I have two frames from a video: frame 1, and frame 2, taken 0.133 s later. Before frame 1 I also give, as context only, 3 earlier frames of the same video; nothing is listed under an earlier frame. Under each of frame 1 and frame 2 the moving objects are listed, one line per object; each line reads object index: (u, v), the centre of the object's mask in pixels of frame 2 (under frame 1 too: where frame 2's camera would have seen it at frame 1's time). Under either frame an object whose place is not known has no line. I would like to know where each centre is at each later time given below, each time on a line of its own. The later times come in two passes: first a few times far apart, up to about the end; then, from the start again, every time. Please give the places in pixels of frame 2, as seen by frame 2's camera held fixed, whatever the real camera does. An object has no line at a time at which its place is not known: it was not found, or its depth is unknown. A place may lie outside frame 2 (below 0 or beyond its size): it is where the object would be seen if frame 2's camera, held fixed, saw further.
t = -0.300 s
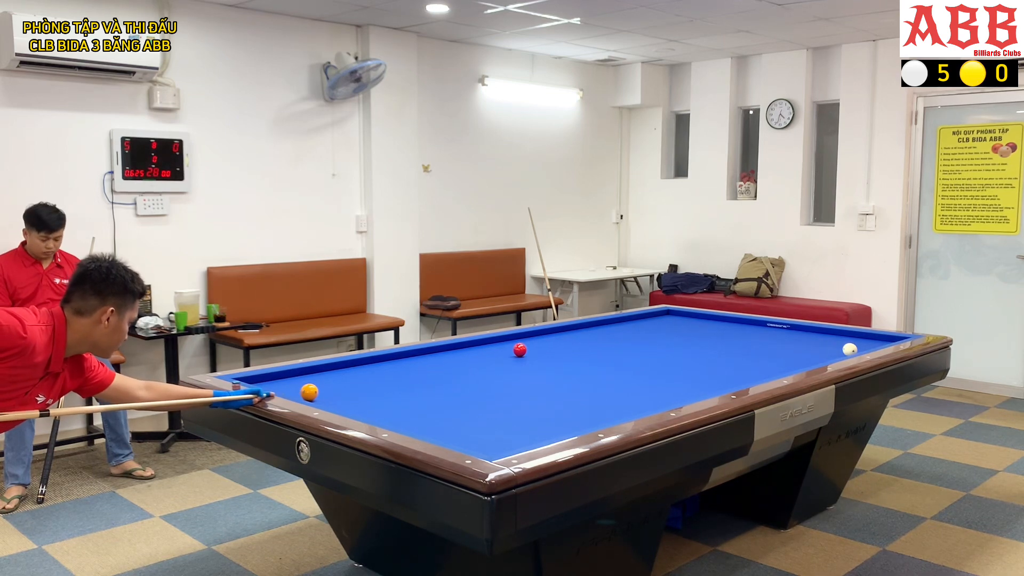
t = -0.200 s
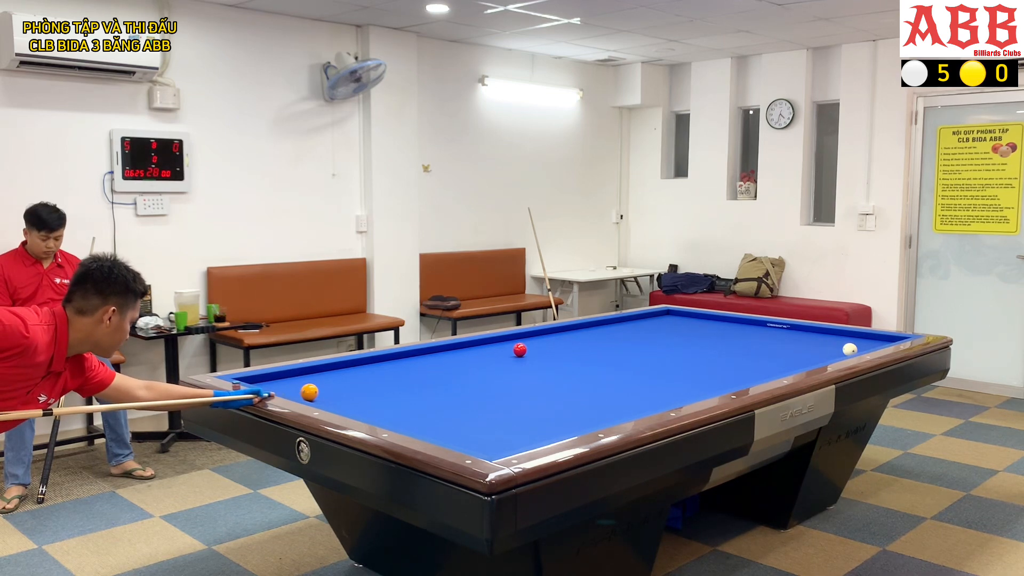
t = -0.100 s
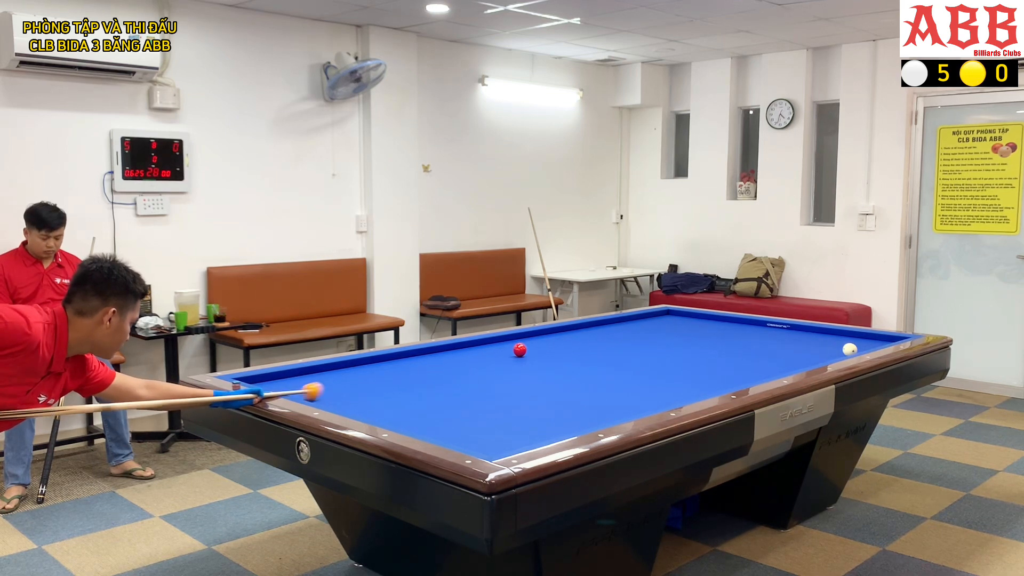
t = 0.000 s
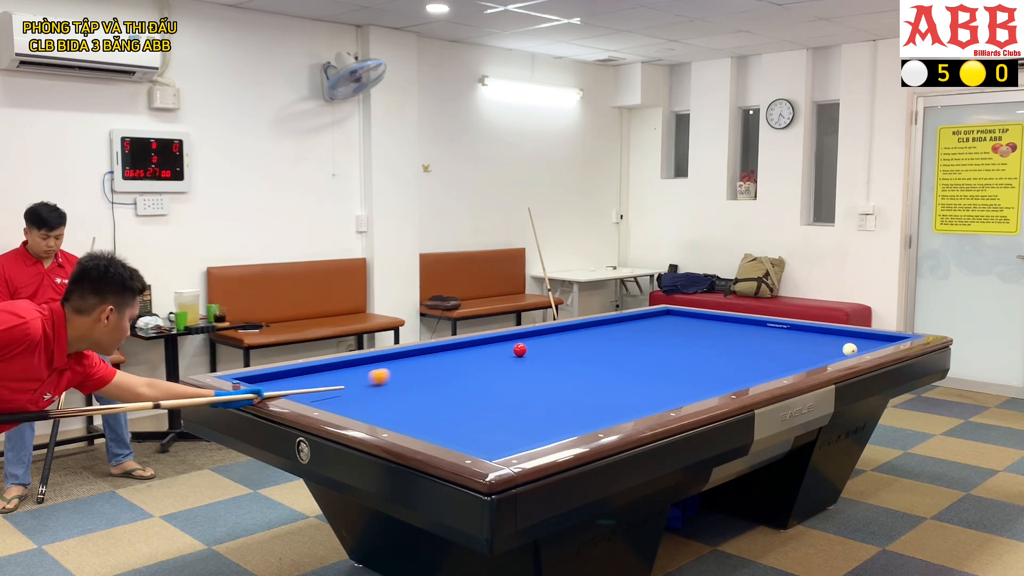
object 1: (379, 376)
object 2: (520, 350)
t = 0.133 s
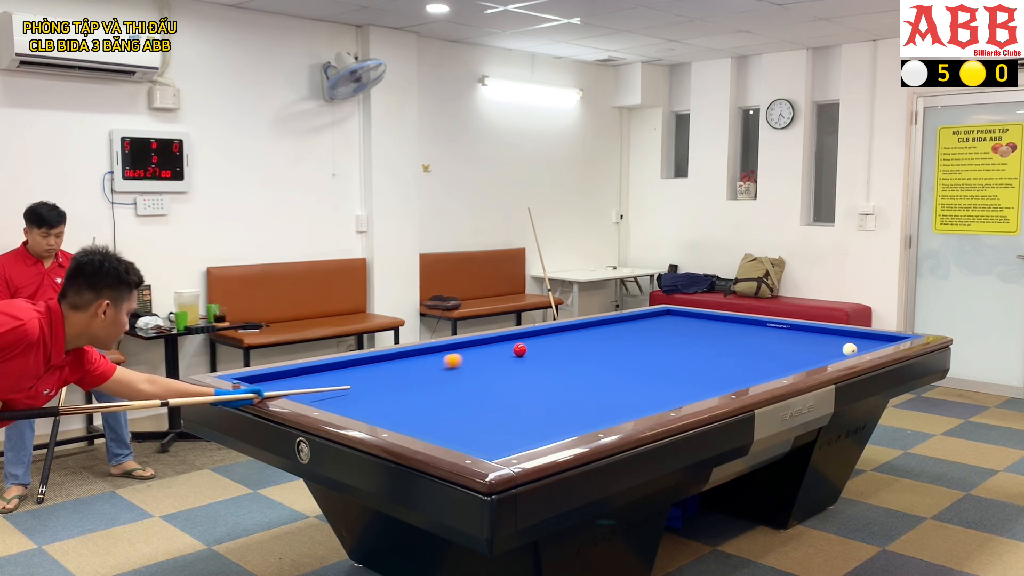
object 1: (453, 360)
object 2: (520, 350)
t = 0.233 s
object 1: (498, 351)
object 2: (520, 350)
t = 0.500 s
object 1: (524, 335)
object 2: (614, 347)
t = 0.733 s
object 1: (606, 330)
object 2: (685, 346)
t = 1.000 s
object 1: (690, 324)
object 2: (763, 344)
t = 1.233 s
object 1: (754, 322)
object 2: (828, 343)
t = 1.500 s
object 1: (766, 335)
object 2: (890, 339)
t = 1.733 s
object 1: (783, 346)
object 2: (873, 336)
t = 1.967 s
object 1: (802, 360)
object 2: (838, 335)
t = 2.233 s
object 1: (763, 367)
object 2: (800, 335)
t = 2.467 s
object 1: (704, 369)
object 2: (767, 335)
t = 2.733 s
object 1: (637, 372)
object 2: (731, 334)
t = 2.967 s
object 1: (577, 375)
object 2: (699, 333)
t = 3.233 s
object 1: (506, 379)
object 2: (665, 333)
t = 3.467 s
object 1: (444, 382)
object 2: (635, 332)
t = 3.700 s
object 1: (379, 386)
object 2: (607, 332)
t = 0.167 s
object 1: (469, 357)
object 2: (520, 350)
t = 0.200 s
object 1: (483, 354)
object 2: (520, 350)
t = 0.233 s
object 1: (498, 351)
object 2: (520, 350)
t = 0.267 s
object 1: (506, 349)
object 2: (525, 349)
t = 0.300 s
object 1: (505, 346)
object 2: (539, 349)
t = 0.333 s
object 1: (505, 344)
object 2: (553, 348)
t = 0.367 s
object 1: (505, 342)
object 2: (566, 348)
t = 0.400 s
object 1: (505, 340)
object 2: (579, 348)
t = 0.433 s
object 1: (506, 338)
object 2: (591, 348)
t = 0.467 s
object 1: (511, 336)
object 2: (603, 348)
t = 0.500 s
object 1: (524, 335)
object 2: (614, 347)
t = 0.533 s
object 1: (536, 335)
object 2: (625, 347)
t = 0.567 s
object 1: (549, 334)
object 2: (636, 347)
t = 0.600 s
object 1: (561, 333)
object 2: (646, 347)
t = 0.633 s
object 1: (572, 332)
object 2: (656, 346)
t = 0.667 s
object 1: (584, 331)
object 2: (666, 346)
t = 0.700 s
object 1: (595, 331)
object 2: (675, 346)
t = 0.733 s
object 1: (606, 330)
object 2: (685, 346)
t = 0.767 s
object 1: (617, 329)
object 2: (695, 346)
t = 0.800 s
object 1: (628, 329)
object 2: (705, 346)
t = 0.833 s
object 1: (639, 328)
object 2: (715, 345)
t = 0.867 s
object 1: (649, 327)
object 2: (724, 345)
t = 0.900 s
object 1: (659, 327)
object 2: (734, 345)
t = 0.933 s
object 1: (670, 326)
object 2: (743, 345)
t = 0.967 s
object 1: (680, 325)
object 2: (753, 345)
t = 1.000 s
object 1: (690, 324)
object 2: (763, 344)
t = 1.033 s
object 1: (700, 324)
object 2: (772, 344)
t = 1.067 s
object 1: (711, 323)
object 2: (782, 344)
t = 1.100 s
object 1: (720, 322)
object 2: (791, 344)
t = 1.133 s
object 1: (730, 322)
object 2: (800, 344)
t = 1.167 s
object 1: (740, 321)
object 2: (809, 343)
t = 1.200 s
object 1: (749, 321)
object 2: (819, 343)
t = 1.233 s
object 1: (754, 322)
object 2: (828, 343)
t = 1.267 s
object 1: (754, 323)
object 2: (837, 343)
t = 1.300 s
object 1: (755, 325)
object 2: (846, 341)
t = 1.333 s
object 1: (757, 326)
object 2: (856, 341)
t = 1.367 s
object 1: (758, 328)
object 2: (865, 342)
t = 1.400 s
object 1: (760, 330)
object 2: (873, 342)
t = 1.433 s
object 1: (762, 331)
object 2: (882, 341)
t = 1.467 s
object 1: (763, 333)
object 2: (891, 339)
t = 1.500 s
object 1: (766, 335)
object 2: (890, 339)
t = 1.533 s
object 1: (768, 336)
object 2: (889, 339)
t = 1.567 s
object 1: (770, 338)
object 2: (887, 338)
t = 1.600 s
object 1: (772, 339)
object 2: (886, 338)
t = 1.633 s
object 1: (775, 341)
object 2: (885, 337)
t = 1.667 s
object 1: (777, 343)
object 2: (883, 336)
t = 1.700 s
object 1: (780, 344)
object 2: (878, 336)
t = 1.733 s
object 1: (783, 346)
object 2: (873, 336)
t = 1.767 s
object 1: (785, 348)
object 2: (867, 336)
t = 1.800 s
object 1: (788, 350)
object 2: (862, 336)
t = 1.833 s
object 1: (791, 352)
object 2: (858, 336)
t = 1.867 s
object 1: (794, 354)
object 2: (853, 336)
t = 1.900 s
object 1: (796, 355)
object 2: (848, 335)
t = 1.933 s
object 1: (799, 358)
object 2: (843, 335)
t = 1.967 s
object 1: (802, 360)
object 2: (838, 335)
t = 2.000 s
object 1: (805, 361)
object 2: (833, 335)
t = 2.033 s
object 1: (808, 362)
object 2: (829, 335)
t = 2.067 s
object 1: (806, 363)
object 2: (824, 335)
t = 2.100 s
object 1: (797, 364)
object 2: (819, 335)
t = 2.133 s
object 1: (788, 365)
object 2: (814, 335)
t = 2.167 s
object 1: (779, 366)
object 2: (809, 335)
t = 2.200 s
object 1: (771, 367)
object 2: (805, 335)
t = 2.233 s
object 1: (763, 367)
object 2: (800, 335)
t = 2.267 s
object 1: (754, 367)
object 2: (795, 335)
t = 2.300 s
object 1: (746, 367)
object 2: (790, 335)
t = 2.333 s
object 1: (738, 368)
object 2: (786, 335)
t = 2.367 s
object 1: (729, 368)
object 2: (781, 335)
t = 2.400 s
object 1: (721, 368)
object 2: (776, 335)
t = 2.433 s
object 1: (713, 369)
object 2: (772, 335)
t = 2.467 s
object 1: (704, 369)
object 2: (767, 335)
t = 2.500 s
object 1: (696, 370)
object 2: (762, 335)
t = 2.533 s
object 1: (688, 370)
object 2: (758, 334)
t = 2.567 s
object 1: (679, 370)
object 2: (753, 334)
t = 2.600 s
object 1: (671, 371)
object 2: (749, 334)
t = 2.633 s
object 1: (662, 371)
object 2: (744, 334)
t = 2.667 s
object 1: (654, 371)
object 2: (739, 334)
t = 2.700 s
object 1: (645, 372)
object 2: (735, 334)
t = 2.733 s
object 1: (637, 372)
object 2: (731, 334)
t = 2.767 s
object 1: (628, 373)
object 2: (726, 334)
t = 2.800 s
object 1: (620, 373)
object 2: (721, 334)
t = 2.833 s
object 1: (611, 374)
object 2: (717, 334)
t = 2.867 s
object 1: (603, 374)
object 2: (713, 334)
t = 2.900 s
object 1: (594, 375)
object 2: (708, 334)
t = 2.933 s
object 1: (586, 375)
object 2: (704, 333)
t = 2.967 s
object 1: (577, 375)
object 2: (699, 333)
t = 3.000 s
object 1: (568, 376)
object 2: (695, 333)
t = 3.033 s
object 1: (559, 376)
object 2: (691, 333)
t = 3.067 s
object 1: (551, 377)
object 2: (686, 333)
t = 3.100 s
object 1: (542, 377)
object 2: (682, 333)
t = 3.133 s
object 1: (533, 377)
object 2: (678, 333)
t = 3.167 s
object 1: (524, 378)
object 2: (673, 333)
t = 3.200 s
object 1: (515, 378)
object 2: (669, 333)
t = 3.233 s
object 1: (506, 379)
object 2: (665, 333)
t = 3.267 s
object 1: (498, 379)
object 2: (660, 333)
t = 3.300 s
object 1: (489, 379)
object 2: (656, 333)
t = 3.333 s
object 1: (480, 380)
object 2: (652, 333)
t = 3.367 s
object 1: (471, 380)
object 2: (648, 332)
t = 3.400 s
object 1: (462, 381)
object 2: (644, 332)
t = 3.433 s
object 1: (453, 382)
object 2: (640, 332)
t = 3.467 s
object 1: (444, 382)
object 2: (635, 332)
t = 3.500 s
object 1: (434, 383)
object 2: (631, 332)
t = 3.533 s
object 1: (425, 383)
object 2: (627, 332)
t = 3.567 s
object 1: (416, 384)
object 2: (623, 332)
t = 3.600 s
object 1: (407, 384)
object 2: (619, 332)
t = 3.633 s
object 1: (397, 385)
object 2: (615, 332)
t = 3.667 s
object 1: (388, 385)
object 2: (611, 332)
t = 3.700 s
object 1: (379, 386)
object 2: (607, 332)
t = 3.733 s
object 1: (369, 386)
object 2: (603, 332)
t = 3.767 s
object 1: (360, 387)
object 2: (599, 332)
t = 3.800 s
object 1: (350, 388)
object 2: (595, 332)
